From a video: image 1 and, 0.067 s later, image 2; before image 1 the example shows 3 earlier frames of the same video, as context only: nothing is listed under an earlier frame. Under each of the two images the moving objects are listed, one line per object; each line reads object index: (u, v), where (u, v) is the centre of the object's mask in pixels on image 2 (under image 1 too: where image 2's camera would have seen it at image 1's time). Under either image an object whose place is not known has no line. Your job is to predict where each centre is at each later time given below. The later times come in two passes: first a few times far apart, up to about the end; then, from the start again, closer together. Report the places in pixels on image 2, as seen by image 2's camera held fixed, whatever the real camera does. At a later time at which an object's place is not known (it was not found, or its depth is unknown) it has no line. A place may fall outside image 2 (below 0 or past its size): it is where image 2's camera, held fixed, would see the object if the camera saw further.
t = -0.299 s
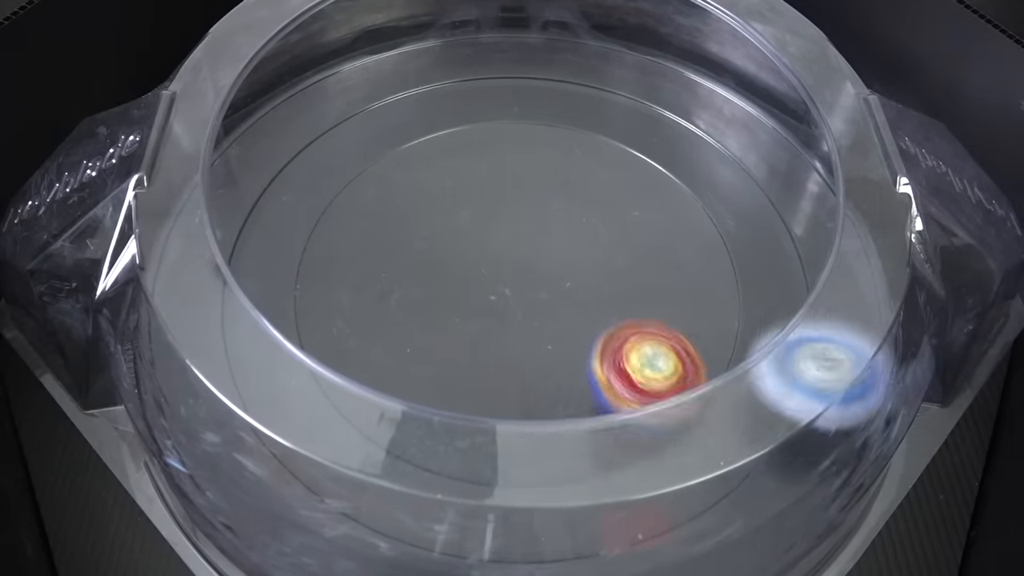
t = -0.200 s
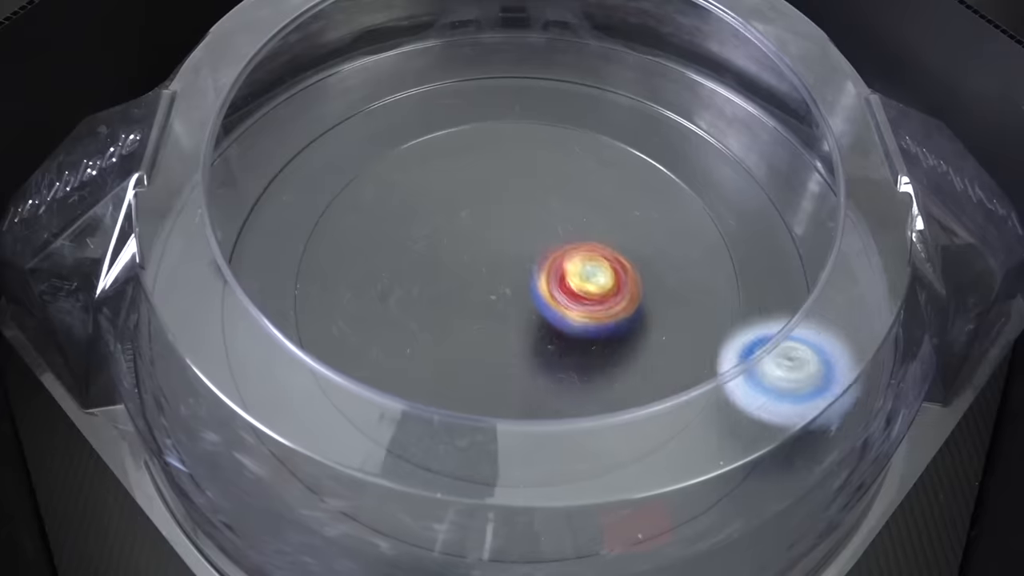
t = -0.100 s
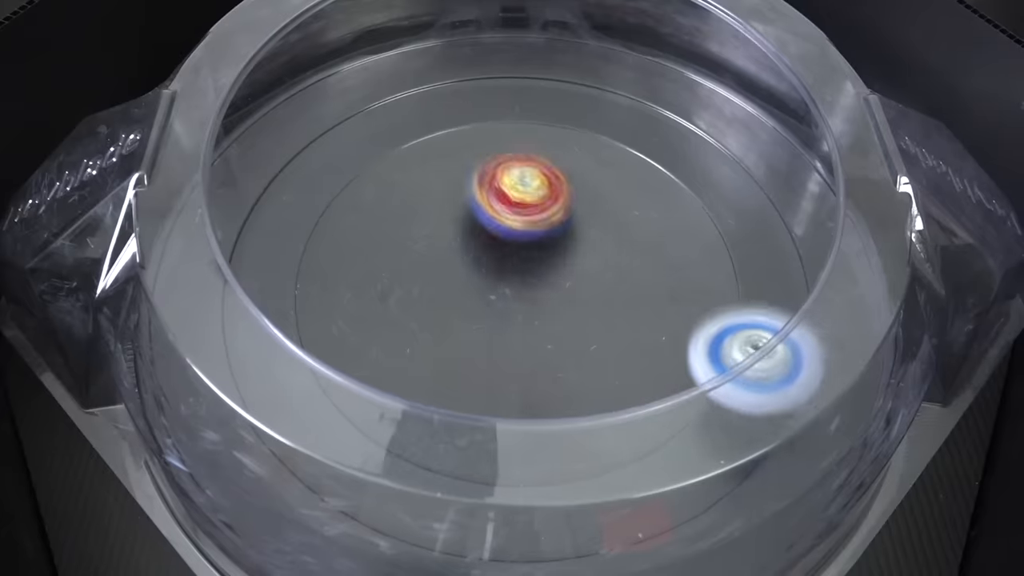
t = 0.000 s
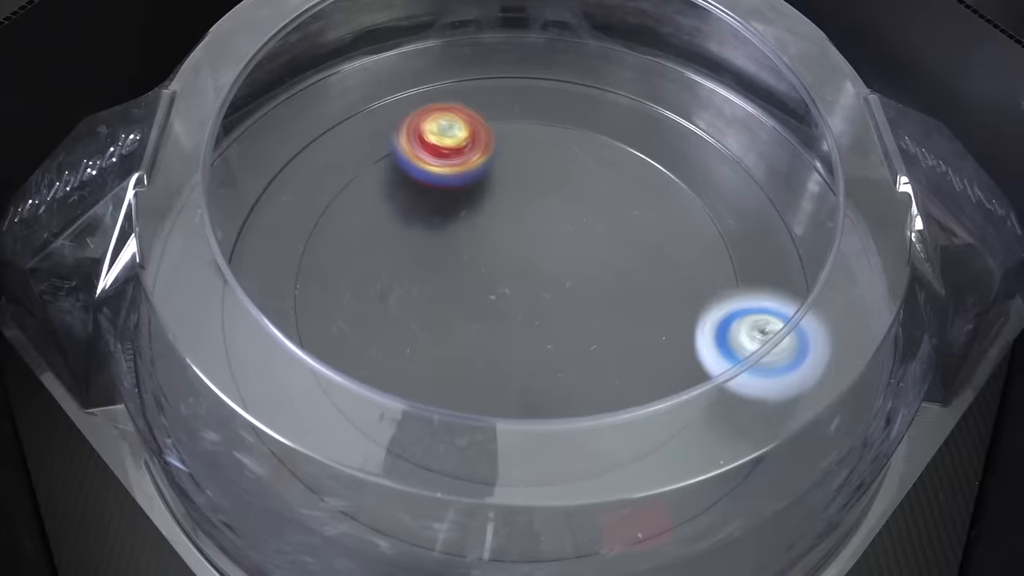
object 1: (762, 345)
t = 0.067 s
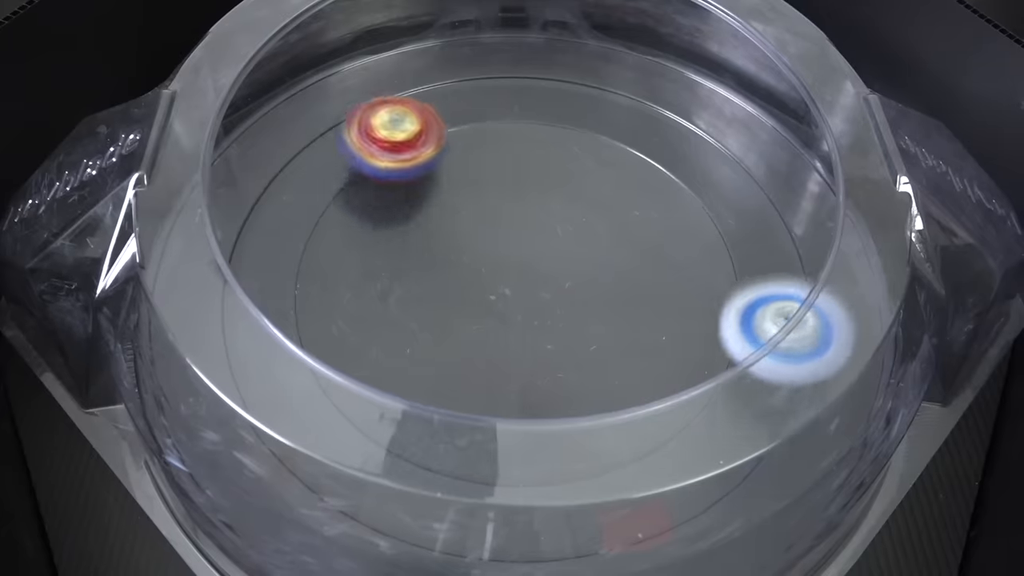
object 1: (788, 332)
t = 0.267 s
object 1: (797, 285)
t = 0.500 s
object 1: (796, 269)
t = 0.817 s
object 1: (793, 253)
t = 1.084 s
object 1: (849, 191)
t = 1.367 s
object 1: (871, 304)
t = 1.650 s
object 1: (874, 274)
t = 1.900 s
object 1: (854, 256)
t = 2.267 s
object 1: (709, 287)
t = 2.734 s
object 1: (389, 179)
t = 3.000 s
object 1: (429, 38)
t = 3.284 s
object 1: (249, 200)
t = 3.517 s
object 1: (225, 304)
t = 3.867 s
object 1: (286, 424)
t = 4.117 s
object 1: (362, 489)
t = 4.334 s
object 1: (436, 517)
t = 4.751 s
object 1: (614, 515)
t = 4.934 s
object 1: (669, 489)
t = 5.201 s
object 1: (748, 437)
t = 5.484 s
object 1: (800, 362)
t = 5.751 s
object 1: (802, 290)
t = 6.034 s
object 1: (783, 209)
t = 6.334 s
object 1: (731, 139)
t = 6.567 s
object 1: (674, 101)
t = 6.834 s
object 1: (601, 72)
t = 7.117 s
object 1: (529, 63)
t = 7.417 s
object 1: (457, 80)
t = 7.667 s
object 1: (433, 128)
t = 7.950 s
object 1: (559, 274)
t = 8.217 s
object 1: (559, 207)
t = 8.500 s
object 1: (580, 298)
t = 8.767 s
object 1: (460, 329)
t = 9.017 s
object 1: (478, 233)
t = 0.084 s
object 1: (795, 328)
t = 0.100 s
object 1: (803, 325)
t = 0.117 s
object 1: (813, 320)
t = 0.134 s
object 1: (816, 316)
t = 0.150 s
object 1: (810, 312)
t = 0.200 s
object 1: (798, 300)
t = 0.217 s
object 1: (796, 296)
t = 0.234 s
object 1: (796, 293)
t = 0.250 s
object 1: (795, 289)
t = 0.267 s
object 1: (797, 285)
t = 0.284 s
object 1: (799, 281)
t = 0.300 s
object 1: (801, 278)
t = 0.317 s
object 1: (806, 273)
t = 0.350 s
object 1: (811, 268)
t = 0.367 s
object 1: (812, 266)
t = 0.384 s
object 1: (810, 266)
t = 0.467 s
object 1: (797, 270)
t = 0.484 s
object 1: (796, 270)
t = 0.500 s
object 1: (796, 269)
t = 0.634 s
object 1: (805, 253)
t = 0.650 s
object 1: (806, 253)
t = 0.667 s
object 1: (804, 254)
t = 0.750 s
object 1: (796, 260)
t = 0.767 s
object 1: (794, 259)
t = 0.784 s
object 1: (794, 258)
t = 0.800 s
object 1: (793, 256)
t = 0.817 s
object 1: (793, 253)
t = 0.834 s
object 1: (794, 250)
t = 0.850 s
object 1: (793, 247)
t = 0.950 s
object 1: (796, 229)
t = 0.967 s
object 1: (794, 229)
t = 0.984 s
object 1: (803, 220)
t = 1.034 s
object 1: (832, 191)
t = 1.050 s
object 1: (836, 185)
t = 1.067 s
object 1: (845, 184)
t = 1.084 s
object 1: (849, 191)
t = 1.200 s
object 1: (862, 249)
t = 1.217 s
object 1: (863, 257)
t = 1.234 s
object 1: (868, 265)
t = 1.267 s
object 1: (871, 277)
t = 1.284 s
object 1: (874, 283)
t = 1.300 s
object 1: (875, 287)
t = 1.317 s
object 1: (874, 292)
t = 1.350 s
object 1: (872, 301)
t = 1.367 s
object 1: (871, 304)
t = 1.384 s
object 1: (871, 307)
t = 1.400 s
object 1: (871, 309)
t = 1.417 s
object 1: (870, 310)
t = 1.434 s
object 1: (869, 309)
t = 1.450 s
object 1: (869, 306)
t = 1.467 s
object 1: (868, 304)
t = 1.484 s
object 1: (867, 300)
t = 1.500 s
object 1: (869, 298)
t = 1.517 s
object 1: (867, 294)
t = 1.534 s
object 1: (868, 291)
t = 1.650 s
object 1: (874, 274)
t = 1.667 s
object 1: (877, 275)
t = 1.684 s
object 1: (871, 270)
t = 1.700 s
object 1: (876, 272)
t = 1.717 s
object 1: (870, 268)
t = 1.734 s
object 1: (875, 270)
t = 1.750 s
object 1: (870, 266)
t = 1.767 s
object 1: (868, 266)
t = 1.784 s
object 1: (870, 265)
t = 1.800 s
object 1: (862, 262)
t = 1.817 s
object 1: (861, 261)
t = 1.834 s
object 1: (860, 259)
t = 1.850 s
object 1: (859, 257)
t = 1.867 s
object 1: (858, 257)
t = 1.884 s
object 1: (857, 256)
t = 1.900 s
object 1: (854, 256)
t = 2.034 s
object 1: (828, 256)
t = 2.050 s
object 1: (822, 256)
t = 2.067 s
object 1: (816, 257)
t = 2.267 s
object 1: (709, 287)
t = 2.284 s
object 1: (696, 293)
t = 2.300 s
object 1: (682, 299)
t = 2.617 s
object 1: (381, 268)
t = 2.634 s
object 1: (377, 255)
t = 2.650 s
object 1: (375, 241)
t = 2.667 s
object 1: (375, 228)
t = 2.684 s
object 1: (377, 215)
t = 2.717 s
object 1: (384, 191)
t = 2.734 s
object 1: (389, 179)
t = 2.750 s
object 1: (396, 167)
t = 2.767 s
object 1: (404, 156)
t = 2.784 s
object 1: (413, 147)
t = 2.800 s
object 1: (423, 139)
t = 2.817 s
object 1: (435, 132)
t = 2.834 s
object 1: (446, 124)
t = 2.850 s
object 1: (458, 117)
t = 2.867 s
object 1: (471, 113)
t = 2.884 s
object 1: (485, 109)
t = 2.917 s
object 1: (514, 107)
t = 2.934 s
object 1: (529, 107)
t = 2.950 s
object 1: (514, 93)
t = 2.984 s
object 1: (454, 51)
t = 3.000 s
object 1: (429, 38)
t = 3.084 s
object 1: (364, 86)
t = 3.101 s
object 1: (355, 101)
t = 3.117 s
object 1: (345, 111)
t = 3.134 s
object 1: (336, 122)
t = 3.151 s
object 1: (327, 131)
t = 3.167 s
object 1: (318, 141)
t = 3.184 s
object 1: (308, 152)
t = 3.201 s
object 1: (298, 161)
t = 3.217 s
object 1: (289, 168)
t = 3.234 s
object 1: (279, 178)
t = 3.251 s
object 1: (268, 186)
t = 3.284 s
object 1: (249, 200)
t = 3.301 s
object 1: (241, 207)
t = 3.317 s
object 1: (238, 215)
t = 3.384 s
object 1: (241, 244)
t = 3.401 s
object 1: (241, 252)
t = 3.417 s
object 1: (239, 260)
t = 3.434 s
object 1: (236, 268)
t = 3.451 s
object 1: (232, 276)
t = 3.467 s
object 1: (228, 285)
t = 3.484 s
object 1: (224, 292)
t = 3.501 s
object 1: (222, 299)
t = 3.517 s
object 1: (225, 304)
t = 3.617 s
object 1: (246, 333)
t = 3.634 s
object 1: (248, 340)
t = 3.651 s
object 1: (247, 348)
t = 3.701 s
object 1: (244, 373)
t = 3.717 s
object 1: (244, 380)
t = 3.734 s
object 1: (248, 384)
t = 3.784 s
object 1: (265, 394)
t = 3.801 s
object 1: (271, 397)
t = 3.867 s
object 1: (286, 424)
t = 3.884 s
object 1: (289, 430)
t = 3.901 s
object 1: (292, 438)
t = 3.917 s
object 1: (295, 445)
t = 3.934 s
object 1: (300, 448)
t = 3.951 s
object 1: (307, 451)
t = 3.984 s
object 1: (317, 455)
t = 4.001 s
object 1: (323, 456)
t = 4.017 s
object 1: (328, 461)
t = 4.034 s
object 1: (333, 464)
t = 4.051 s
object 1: (340, 470)
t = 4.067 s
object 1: (346, 476)
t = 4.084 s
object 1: (351, 482)
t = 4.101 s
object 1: (357, 487)
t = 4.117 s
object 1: (362, 489)
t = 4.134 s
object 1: (367, 491)
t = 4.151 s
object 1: (372, 493)
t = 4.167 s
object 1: (375, 493)
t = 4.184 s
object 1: (380, 492)
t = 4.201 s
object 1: (384, 492)
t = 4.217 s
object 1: (389, 492)
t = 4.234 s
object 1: (395, 495)
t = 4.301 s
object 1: (422, 513)
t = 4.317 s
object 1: (431, 516)
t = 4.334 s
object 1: (436, 517)
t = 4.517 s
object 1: (518, 522)
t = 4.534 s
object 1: (526, 523)
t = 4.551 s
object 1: (533, 523)
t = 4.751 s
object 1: (614, 515)
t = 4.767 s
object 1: (621, 514)
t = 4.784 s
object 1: (627, 512)
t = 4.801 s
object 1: (631, 510)
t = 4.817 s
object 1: (632, 507)
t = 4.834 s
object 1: (635, 505)
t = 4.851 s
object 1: (637, 501)
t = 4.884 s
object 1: (646, 497)
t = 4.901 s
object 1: (653, 494)
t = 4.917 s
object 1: (659, 491)
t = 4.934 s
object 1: (669, 489)
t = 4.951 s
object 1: (677, 487)
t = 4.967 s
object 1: (687, 484)
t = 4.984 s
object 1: (696, 482)
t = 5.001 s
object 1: (704, 479)
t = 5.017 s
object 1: (710, 474)
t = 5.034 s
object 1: (714, 471)
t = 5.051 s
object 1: (717, 468)
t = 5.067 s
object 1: (717, 465)
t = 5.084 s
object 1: (718, 462)
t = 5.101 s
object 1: (718, 459)
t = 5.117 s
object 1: (721, 456)
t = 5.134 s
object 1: (724, 452)
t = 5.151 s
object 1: (729, 448)
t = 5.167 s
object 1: (734, 445)
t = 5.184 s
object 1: (741, 441)
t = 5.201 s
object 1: (748, 437)
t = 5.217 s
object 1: (757, 432)
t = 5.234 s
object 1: (763, 429)
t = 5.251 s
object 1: (768, 424)
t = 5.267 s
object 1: (770, 420)
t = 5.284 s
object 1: (773, 416)
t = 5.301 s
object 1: (771, 413)
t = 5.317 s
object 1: (770, 411)
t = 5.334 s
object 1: (768, 407)
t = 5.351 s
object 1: (771, 404)
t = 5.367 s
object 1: (770, 400)
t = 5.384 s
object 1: (773, 396)
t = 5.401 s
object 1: (776, 391)
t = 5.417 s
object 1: (789, 391)
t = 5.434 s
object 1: (792, 387)
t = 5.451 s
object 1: (798, 382)
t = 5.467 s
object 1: (794, 367)
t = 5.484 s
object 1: (800, 362)
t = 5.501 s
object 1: (802, 357)
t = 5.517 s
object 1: (802, 352)
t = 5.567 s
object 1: (799, 342)
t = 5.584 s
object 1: (799, 340)
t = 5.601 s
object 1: (800, 335)
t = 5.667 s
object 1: (805, 312)
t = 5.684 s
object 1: (806, 306)
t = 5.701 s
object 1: (804, 300)
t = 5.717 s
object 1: (804, 297)
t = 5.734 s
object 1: (805, 294)
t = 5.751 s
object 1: (802, 290)
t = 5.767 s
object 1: (801, 285)
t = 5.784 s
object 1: (803, 279)
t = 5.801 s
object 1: (803, 275)
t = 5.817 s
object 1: (803, 269)
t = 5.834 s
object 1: (802, 263)
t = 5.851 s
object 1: (803, 257)
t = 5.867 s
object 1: (800, 252)
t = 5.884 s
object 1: (799, 250)
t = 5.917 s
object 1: (794, 243)
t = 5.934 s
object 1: (785, 237)
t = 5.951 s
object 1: (784, 232)
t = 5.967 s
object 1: (784, 228)
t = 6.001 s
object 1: (784, 218)
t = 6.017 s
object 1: (783, 211)
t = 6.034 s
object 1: (783, 209)
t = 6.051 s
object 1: (781, 205)
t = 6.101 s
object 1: (774, 196)
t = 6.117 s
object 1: (773, 191)
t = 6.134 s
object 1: (770, 186)
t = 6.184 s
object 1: (762, 172)
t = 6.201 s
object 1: (760, 167)
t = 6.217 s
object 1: (755, 165)
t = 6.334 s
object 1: (731, 139)
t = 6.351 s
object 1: (727, 136)
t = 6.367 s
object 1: (724, 133)
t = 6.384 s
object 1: (720, 133)
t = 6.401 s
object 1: (718, 130)
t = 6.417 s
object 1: (713, 126)
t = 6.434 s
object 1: (710, 124)
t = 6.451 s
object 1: (705, 118)
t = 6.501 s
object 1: (691, 108)
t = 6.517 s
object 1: (686, 107)
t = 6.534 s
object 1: (683, 105)
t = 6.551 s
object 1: (678, 103)
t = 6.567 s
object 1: (674, 101)
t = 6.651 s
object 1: (652, 88)
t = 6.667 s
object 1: (647, 87)
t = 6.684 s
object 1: (642, 85)
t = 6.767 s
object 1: (620, 77)
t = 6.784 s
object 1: (615, 76)
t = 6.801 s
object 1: (611, 73)
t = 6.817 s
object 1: (606, 73)
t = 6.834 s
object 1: (601, 72)
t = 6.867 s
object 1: (591, 69)
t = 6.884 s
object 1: (587, 68)
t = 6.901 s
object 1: (582, 66)
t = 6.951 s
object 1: (570, 64)
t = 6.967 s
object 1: (566, 64)
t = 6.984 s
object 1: (562, 64)
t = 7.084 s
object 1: (536, 63)
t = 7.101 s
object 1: (531, 63)
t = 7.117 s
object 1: (529, 63)
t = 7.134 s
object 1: (524, 63)
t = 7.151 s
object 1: (519, 64)
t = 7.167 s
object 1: (516, 64)
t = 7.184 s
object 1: (511, 65)
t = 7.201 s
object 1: (506, 66)
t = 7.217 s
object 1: (503, 66)
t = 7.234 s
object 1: (498, 67)
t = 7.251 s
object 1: (493, 67)
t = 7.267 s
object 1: (491, 68)
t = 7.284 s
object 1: (486, 69)
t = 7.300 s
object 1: (482, 70)
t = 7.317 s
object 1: (479, 71)
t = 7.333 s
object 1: (474, 72)
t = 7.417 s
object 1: (457, 80)
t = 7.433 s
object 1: (453, 82)
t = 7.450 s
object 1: (449, 85)
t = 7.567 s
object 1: (431, 101)
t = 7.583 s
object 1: (429, 103)
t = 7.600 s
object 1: (426, 107)
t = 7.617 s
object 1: (427, 110)
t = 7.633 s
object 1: (427, 116)
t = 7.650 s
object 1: (428, 122)
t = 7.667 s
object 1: (433, 128)
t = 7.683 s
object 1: (437, 135)
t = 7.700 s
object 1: (441, 141)
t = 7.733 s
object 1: (455, 155)
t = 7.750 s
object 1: (461, 163)
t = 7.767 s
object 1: (472, 172)
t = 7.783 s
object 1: (480, 179)
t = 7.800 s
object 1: (489, 189)
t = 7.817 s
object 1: (501, 198)
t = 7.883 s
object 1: (539, 234)
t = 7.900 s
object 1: (545, 243)
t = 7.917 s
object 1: (553, 255)
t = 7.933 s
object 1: (557, 264)
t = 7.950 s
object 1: (559, 274)
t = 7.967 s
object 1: (563, 285)
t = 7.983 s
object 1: (563, 294)
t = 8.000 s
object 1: (562, 302)
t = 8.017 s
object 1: (564, 306)
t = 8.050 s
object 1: (564, 280)
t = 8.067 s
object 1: (565, 269)
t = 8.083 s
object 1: (567, 258)
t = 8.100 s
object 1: (567, 248)
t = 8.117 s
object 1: (566, 241)
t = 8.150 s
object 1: (565, 223)
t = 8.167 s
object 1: (563, 217)
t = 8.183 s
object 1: (562, 212)
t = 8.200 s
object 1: (560, 209)
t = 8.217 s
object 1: (559, 207)
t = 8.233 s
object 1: (559, 207)
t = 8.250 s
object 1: (557, 207)
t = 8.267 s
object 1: (557, 209)
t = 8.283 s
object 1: (557, 212)
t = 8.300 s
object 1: (558, 216)
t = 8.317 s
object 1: (559, 221)
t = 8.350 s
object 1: (563, 231)
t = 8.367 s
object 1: (565, 238)
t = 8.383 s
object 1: (568, 245)
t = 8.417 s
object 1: (575, 259)
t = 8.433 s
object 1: (578, 265)
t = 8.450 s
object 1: (579, 273)
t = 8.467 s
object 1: (580, 282)
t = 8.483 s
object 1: (581, 290)
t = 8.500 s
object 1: (580, 298)
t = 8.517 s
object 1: (577, 306)
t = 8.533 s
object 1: (572, 312)
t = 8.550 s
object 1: (568, 319)
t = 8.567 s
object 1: (563, 326)
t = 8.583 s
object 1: (557, 331)
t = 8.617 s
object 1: (540, 339)
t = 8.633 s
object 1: (532, 342)
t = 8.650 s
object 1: (522, 344)
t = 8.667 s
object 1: (513, 345)
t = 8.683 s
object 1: (503, 345)
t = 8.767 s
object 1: (460, 329)
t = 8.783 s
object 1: (454, 323)
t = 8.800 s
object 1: (448, 317)
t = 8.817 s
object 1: (443, 310)
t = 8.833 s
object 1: (440, 304)
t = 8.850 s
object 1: (437, 296)
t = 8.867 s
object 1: (437, 289)
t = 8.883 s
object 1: (436, 281)
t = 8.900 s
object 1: (439, 273)
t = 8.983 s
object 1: (462, 242)
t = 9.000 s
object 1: (469, 237)
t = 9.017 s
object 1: (478, 233)
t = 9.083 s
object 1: (513, 226)
